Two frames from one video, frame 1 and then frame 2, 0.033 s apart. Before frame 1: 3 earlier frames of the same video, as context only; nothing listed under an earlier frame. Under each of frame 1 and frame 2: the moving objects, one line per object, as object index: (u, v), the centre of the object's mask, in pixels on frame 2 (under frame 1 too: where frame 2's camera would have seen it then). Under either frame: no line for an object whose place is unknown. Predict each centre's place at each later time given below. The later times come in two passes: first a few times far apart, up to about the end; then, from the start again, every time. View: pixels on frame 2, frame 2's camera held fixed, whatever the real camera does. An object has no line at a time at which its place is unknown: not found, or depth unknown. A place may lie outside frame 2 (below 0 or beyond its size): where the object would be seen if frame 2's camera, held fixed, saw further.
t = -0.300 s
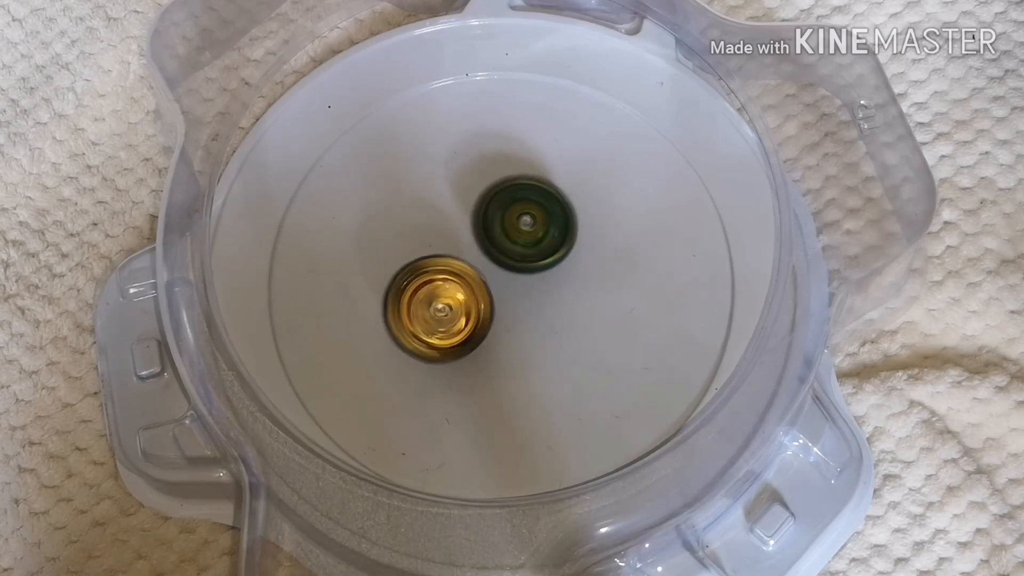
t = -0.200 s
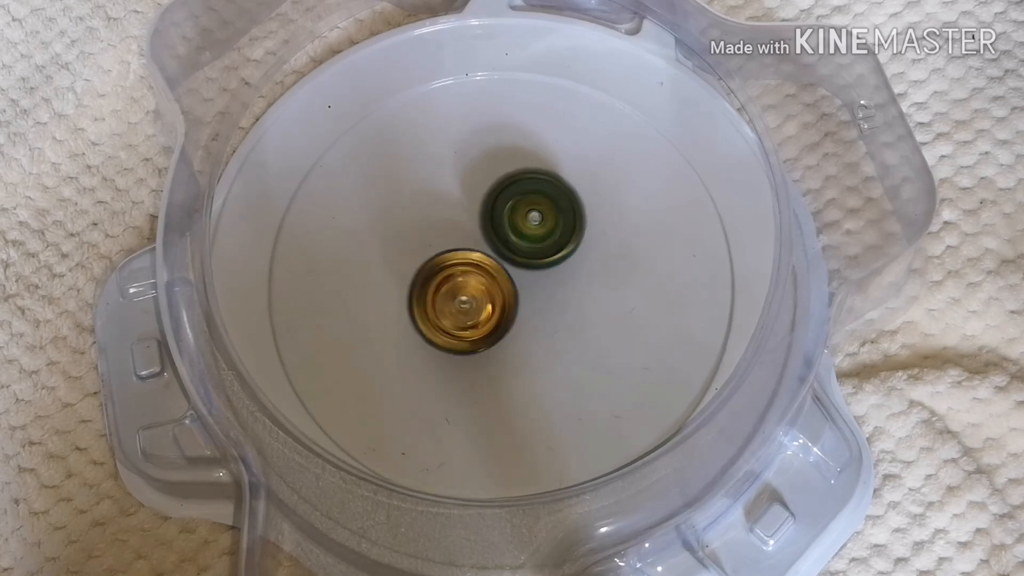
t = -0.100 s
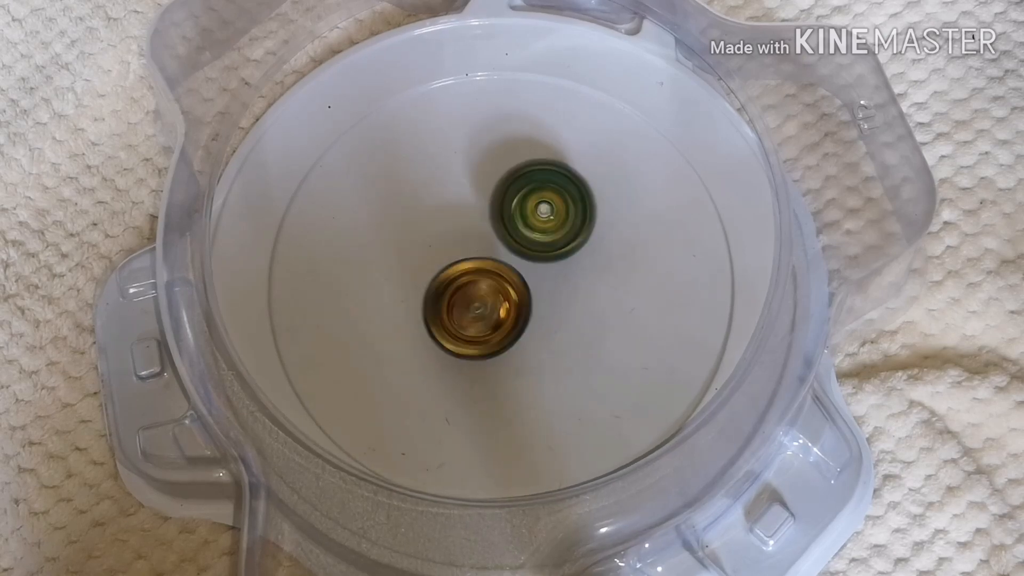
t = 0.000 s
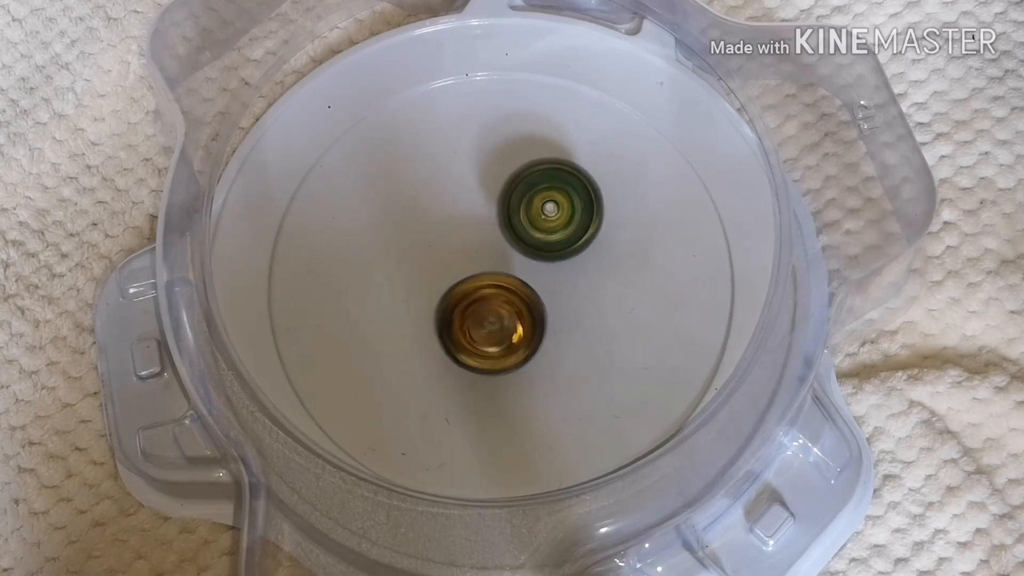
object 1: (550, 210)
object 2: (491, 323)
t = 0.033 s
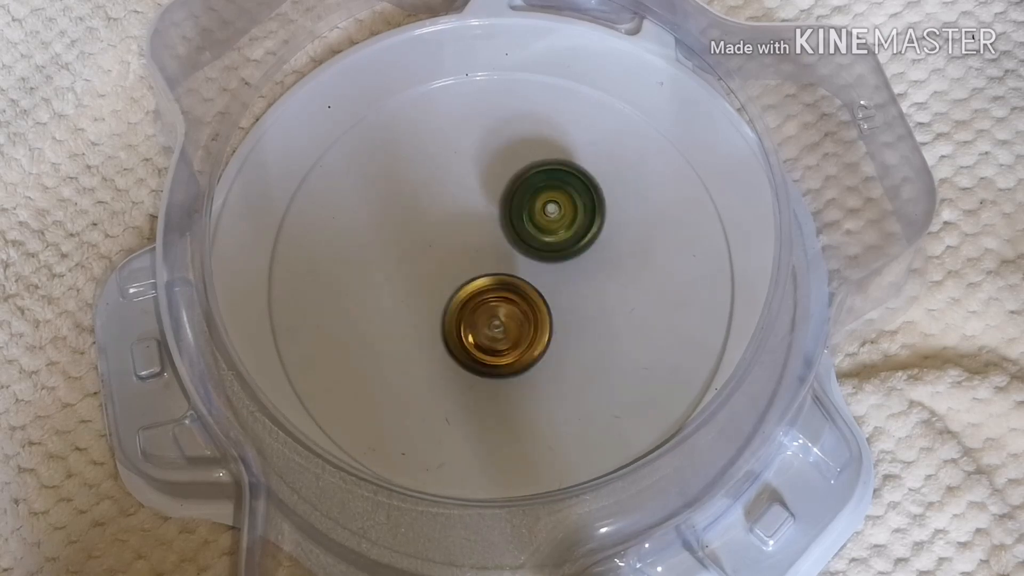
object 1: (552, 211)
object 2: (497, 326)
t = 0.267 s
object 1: (564, 217)
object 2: (505, 339)
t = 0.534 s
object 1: (534, 249)
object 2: (465, 334)
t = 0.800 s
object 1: (522, 253)
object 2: (433, 307)
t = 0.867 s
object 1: (531, 256)
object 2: (435, 307)
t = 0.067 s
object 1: (553, 213)
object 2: (502, 327)
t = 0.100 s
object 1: (554, 216)
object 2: (507, 328)
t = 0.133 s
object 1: (555, 220)
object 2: (512, 326)
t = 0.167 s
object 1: (556, 224)
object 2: (516, 327)
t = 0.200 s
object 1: (557, 226)
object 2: (516, 326)
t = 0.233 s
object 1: (562, 220)
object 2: (510, 335)
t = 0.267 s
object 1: (564, 217)
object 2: (505, 339)
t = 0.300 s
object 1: (563, 219)
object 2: (502, 339)
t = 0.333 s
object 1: (561, 222)
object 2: (503, 340)
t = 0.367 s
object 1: (557, 226)
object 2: (501, 342)
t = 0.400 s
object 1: (554, 231)
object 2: (492, 344)
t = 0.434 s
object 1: (550, 235)
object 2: (484, 342)
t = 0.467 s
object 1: (545, 240)
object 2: (476, 339)
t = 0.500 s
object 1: (540, 245)
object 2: (471, 338)
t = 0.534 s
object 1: (534, 249)
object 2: (465, 334)
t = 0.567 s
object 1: (528, 253)
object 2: (459, 330)
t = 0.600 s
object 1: (526, 254)
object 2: (452, 326)
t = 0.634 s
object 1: (526, 253)
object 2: (443, 323)
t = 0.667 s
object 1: (522, 253)
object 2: (439, 318)
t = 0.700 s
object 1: (517, 253)
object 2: (436, 313)
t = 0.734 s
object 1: (517, 253)
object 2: (434, 311)
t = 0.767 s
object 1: (520, 253)
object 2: (431, 309)
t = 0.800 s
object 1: (522, 253)
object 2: (433, 307)
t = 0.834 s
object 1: (521, 253)
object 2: (437, 308)
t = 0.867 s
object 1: (531, 256)
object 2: (435, 307)
